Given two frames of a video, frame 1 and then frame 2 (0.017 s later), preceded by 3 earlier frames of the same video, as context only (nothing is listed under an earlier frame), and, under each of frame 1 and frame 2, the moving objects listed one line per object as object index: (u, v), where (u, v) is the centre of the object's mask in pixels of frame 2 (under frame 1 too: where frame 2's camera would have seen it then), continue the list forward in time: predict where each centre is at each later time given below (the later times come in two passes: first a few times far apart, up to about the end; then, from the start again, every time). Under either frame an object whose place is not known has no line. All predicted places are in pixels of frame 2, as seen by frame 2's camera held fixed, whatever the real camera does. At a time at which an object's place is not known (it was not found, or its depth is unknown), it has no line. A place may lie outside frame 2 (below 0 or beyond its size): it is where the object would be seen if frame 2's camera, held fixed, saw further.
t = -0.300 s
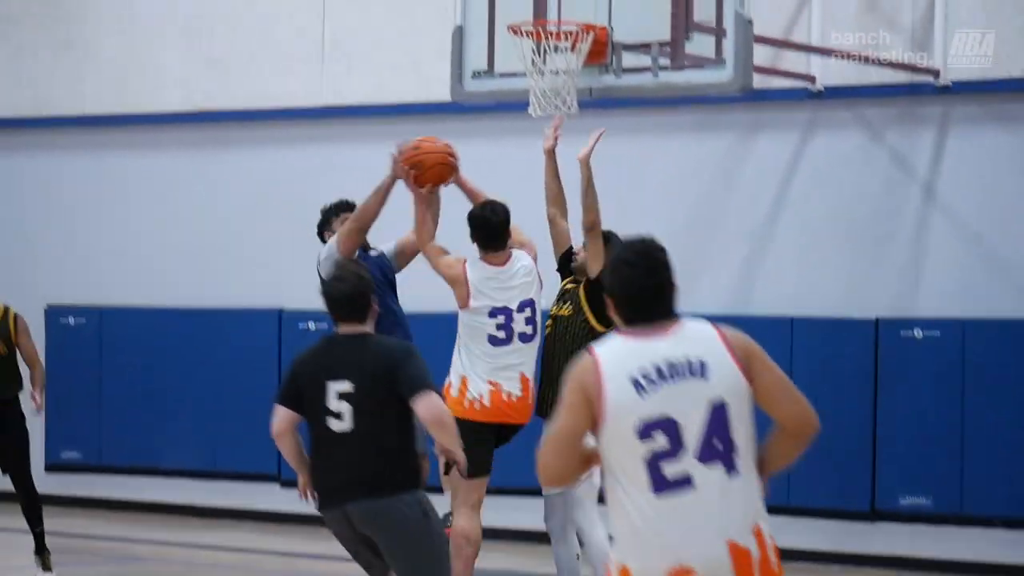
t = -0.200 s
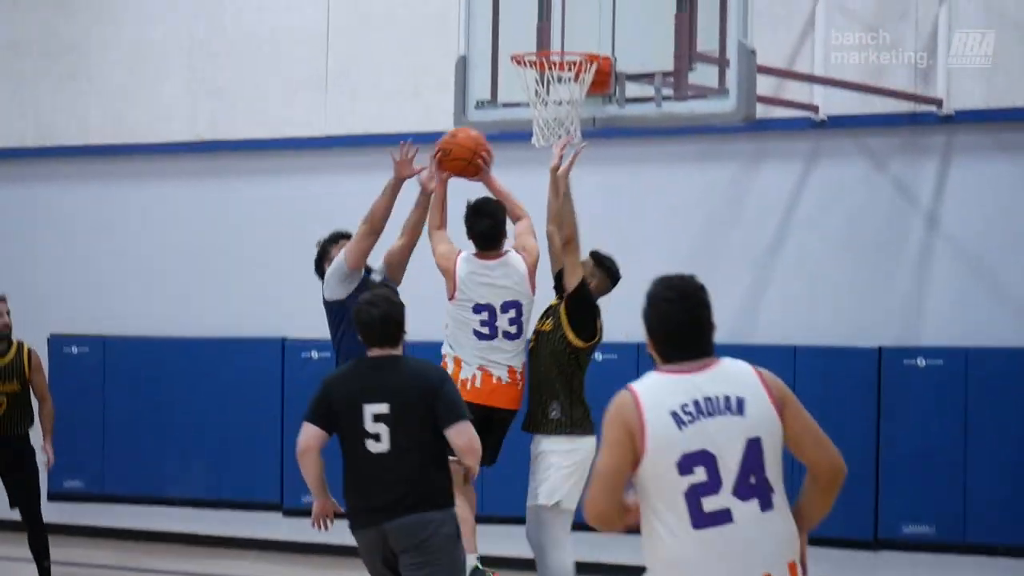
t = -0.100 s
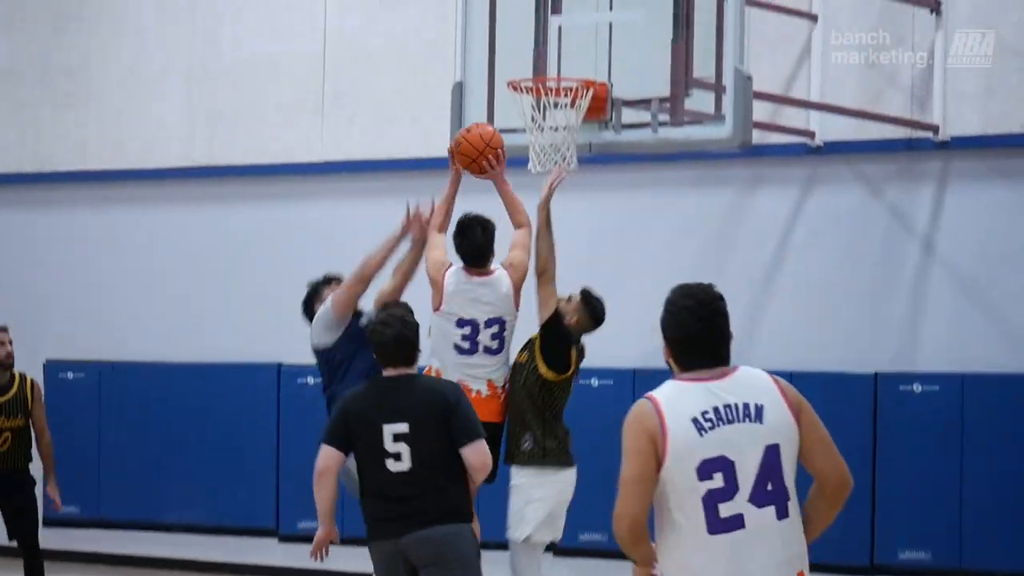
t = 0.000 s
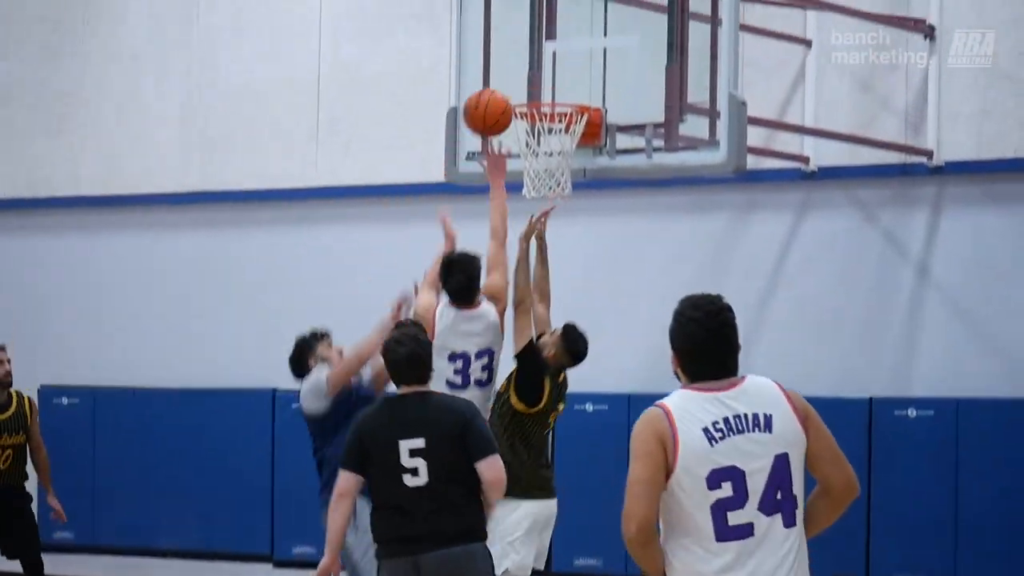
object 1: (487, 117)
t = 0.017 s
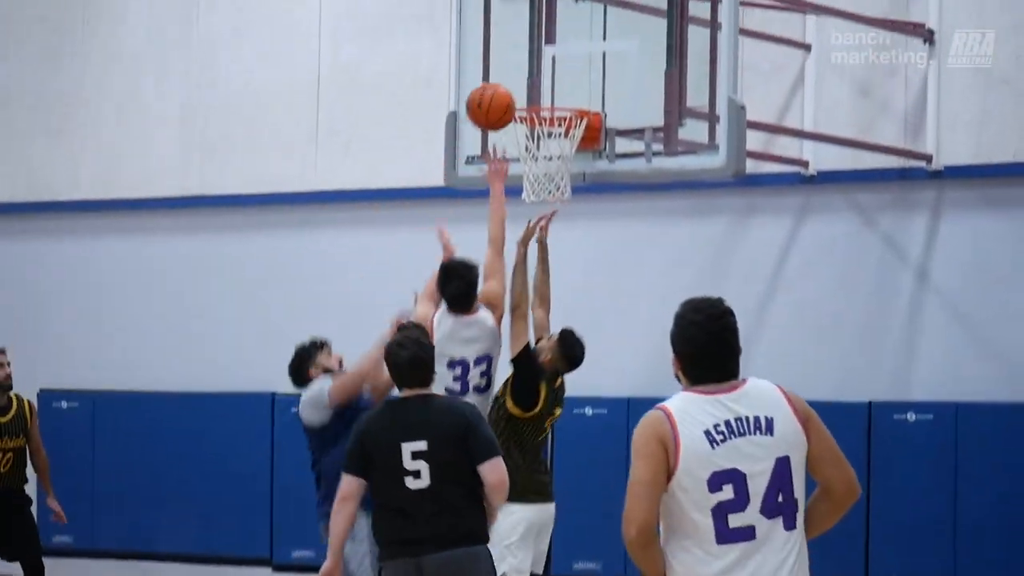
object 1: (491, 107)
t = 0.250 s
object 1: (534, 28)
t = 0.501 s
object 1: (575, 63)
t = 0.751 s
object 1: (586, 62)
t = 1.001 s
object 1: (552, 88)
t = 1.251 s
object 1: (525, 179)
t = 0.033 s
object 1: (494, 97)
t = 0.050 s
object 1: (497, 88)
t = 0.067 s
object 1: (500, 80)
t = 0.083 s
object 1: (503, 72)
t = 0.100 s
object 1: (507, 65)
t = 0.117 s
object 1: (510, 59)
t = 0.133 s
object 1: (513, 53)
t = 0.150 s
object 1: (516, 48)
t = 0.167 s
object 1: (519, 43)
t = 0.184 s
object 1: (522, 39)
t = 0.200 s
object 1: (525, 35)
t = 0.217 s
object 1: (528, 32)
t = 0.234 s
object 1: (531, 30)
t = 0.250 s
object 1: (534, 28)
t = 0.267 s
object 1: (537, 27)
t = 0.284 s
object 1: (540, 26)
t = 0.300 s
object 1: (543, 26)
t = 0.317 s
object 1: (546, 26)
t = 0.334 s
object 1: (548, 27)
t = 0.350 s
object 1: (551, 28)
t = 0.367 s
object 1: (554, 30)
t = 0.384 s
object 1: (557, 32)
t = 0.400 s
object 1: (560, 35)
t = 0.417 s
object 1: (562, 39)
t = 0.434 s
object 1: (565, 42)
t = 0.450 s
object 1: (567, 47)
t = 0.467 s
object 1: (570, 52)
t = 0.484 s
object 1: (573, 57)
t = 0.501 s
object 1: (575, 63)
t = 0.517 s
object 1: (577, 69)
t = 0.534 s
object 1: (580, 76)
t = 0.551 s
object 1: (582, 83)
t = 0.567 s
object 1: (584, 89)
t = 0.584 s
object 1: (585, 85)
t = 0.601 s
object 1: (585, 80)
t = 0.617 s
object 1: (585, 76)
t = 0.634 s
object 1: (585, 73)
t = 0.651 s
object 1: (585, 70)
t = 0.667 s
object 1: (585, 67)
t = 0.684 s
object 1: (585, 65)
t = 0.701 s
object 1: (586, 64)
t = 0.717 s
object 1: (586, 62)
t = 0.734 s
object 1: (586, 62)
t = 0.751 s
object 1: (586, 62)
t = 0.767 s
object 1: (586, 62)
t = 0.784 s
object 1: (586, 63)
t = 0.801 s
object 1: (585, 63)
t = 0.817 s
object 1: (582, 63)
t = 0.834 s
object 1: (579, 62)
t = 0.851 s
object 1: (577, 63)
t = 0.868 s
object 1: (575, 64)
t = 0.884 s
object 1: (572, 65)
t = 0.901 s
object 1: (569, 67)
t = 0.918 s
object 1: (566, 69)
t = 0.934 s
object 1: (563, 72)
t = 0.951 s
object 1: (561, 75)
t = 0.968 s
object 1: (558, 79)
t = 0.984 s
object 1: (555, 84)
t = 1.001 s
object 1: (552, 88)
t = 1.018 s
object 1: (549, 91)
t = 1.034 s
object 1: (547, 94)
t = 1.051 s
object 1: (544, 97)
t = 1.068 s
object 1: (541, 100)
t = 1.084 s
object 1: (537, 121)
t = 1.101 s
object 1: (535, 129)
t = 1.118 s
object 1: (533, 136)
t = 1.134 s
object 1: (531, 143)
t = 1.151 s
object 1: (528, 150)
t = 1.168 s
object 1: (526, 155)
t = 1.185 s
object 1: (525, 162)
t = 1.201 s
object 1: (524, 167)
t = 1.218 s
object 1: (524, 171)
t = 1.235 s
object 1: (524, 176)
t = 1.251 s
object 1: (525, 179)
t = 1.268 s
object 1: (528, 186)
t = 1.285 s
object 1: (529, 196)
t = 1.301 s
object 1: (529, 199)
